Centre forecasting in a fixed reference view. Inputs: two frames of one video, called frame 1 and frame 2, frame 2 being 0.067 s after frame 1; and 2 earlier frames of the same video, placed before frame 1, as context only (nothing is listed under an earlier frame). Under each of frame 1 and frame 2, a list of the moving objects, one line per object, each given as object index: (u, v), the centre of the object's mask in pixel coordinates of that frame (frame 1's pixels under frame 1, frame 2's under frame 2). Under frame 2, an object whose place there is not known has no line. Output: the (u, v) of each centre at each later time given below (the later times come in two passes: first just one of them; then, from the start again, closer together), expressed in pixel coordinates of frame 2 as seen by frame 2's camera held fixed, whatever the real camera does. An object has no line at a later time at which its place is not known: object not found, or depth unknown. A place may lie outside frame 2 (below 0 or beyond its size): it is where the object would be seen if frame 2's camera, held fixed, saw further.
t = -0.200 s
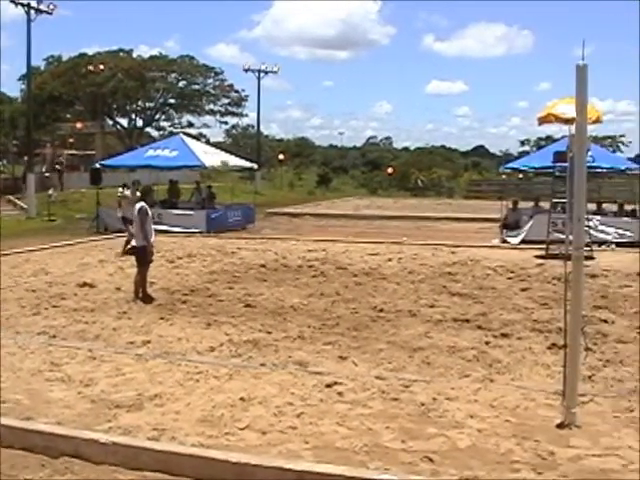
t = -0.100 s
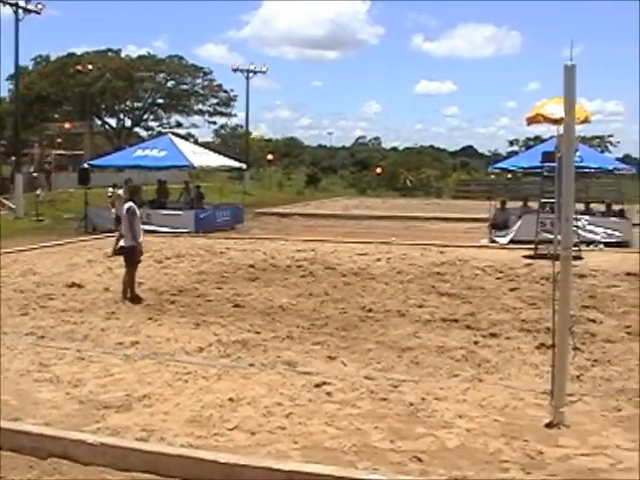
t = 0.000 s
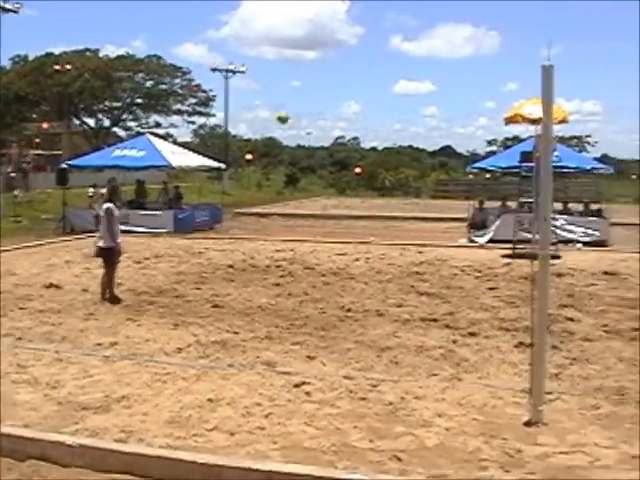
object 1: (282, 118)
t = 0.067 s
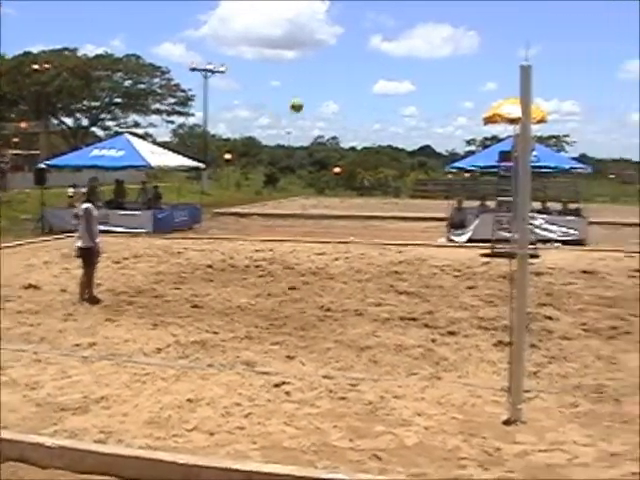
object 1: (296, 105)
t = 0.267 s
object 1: (418, 85)
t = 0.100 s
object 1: (315, 101)
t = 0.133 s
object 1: (333, 97)
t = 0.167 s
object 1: (353, 92)
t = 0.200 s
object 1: (374, 89)
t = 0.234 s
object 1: (395, 87)
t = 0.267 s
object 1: (418, 85)
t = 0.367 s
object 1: (486, 84)
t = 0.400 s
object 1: (512, 86)
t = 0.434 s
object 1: (540, 89)
